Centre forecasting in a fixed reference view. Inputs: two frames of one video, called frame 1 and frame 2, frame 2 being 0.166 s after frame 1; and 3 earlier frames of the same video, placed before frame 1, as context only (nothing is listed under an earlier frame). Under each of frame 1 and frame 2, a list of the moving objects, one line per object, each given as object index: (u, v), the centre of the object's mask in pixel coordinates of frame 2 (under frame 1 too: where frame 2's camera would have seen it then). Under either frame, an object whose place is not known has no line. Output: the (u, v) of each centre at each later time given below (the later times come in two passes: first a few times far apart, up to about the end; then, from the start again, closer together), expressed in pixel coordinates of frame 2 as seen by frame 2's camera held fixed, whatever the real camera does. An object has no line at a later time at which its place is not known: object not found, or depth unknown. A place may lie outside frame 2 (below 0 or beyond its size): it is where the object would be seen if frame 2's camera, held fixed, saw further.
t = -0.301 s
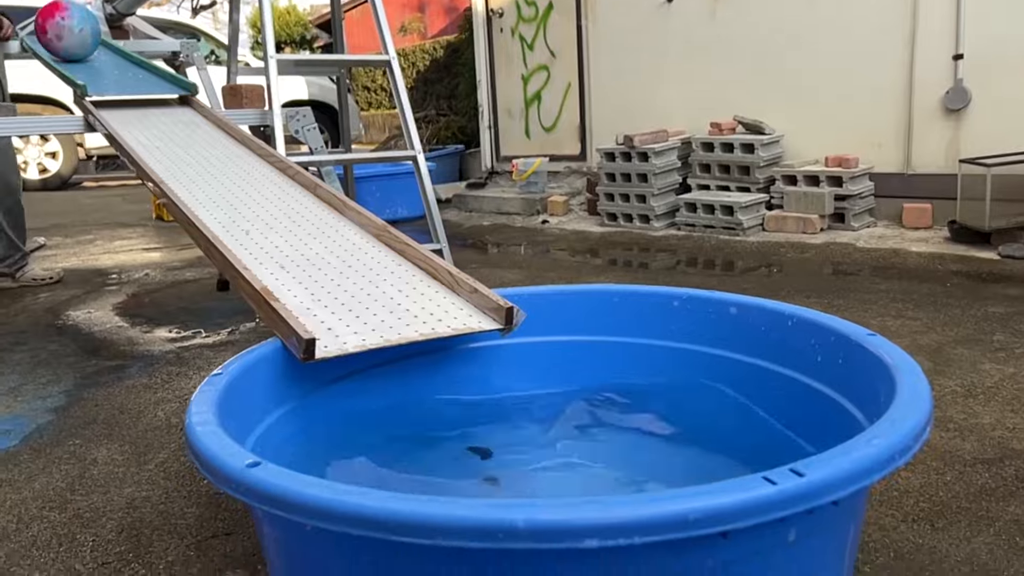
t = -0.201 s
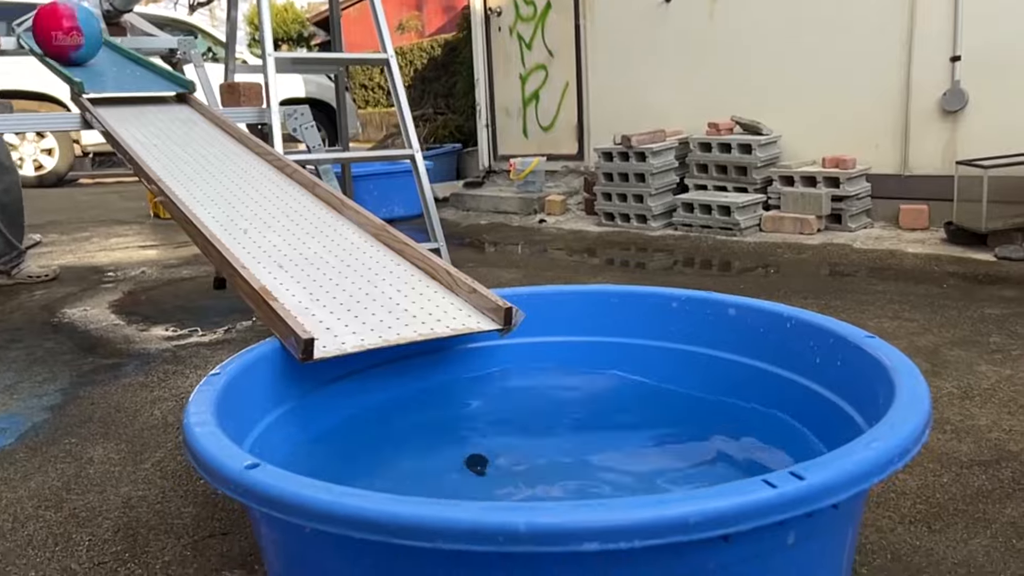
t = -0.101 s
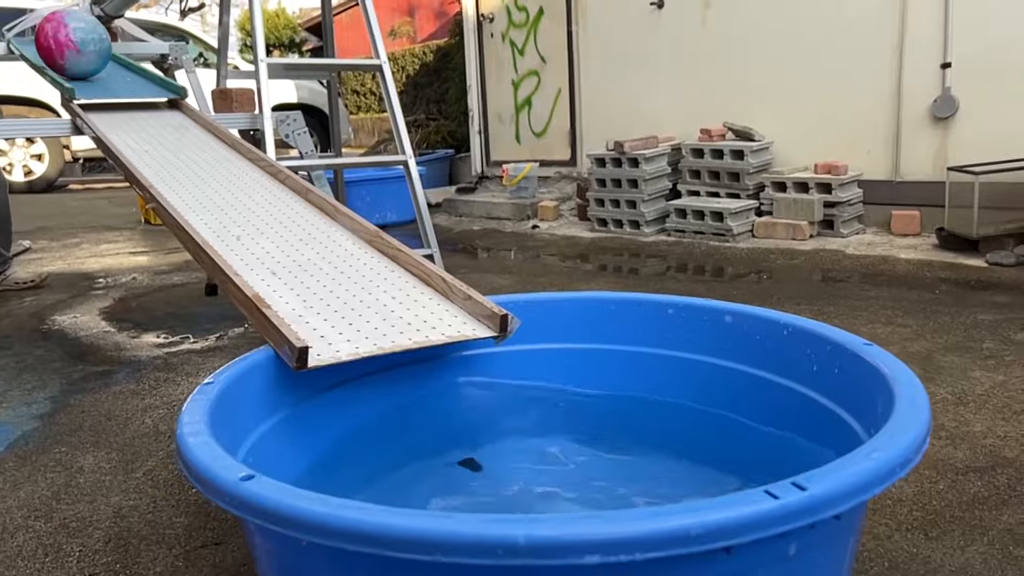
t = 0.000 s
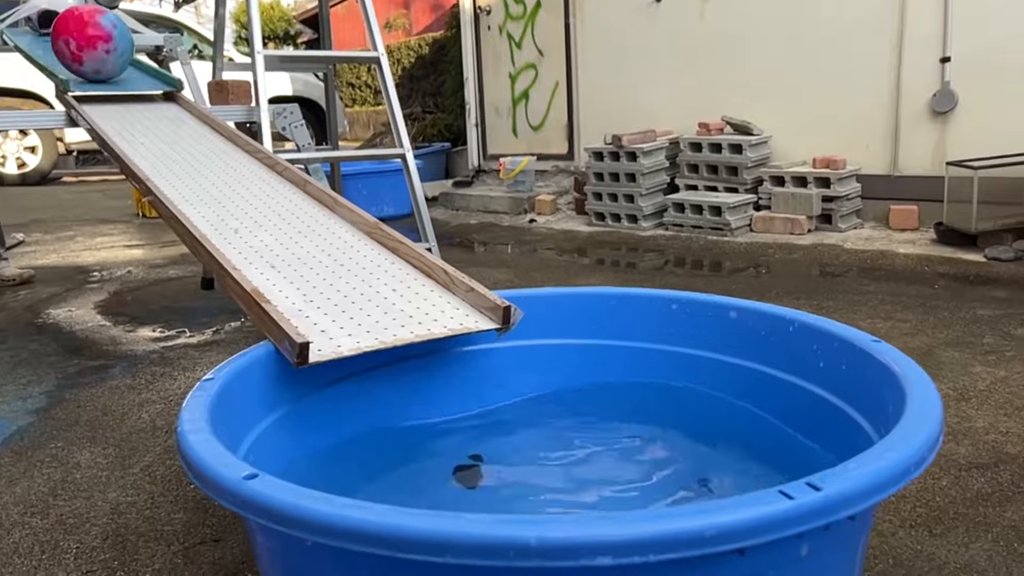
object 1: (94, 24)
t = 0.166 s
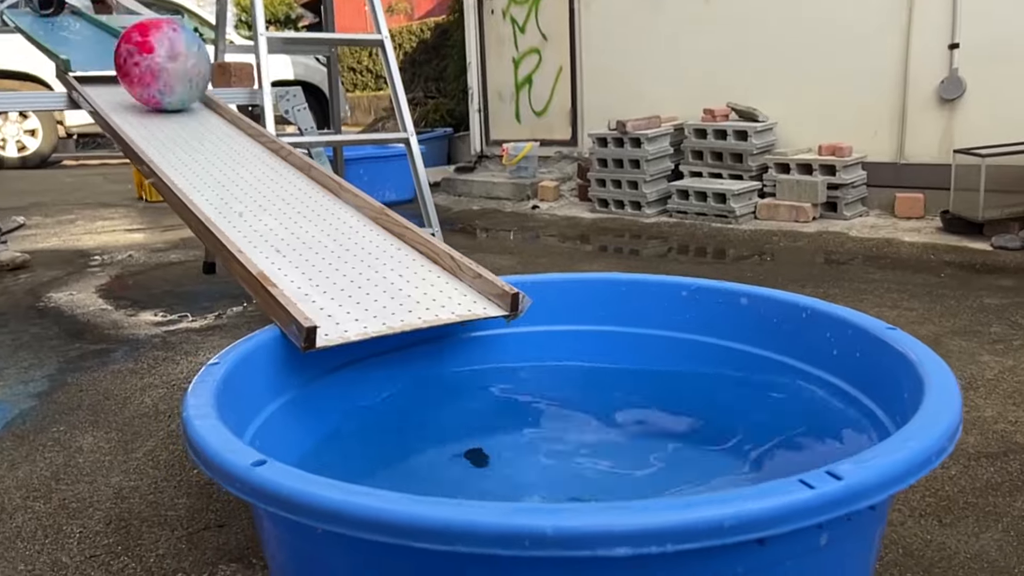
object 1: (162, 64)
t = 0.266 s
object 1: (228, 98)
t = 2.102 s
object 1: (621, 389)
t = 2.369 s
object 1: (617, 420)
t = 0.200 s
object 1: (181, 70)
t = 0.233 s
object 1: (205, 92)
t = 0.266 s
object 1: (228, 98)
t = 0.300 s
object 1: (254, 110)
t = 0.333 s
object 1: (280, 135)
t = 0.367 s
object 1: (301, 153)
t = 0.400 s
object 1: (330, 182)
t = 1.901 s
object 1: (626, 373)
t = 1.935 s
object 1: (628, 371)
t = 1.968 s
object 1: (629, 373)
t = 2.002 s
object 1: (627, 377)
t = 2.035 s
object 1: (627, 380)
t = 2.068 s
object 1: (624, 384)
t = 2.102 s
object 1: (621, 389)
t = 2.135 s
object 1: (621, 393)
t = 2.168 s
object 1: (621, 396)
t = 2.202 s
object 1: (620, 400)
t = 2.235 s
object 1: (617, 404)
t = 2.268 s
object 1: (617, 404)
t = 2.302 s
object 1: (619, 413)
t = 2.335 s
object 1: (617, 417)
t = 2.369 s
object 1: (617, 420)
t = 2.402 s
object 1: (616, 420)
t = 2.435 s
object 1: (617, 419)
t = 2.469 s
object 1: (619, 418)
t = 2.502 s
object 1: (602, 421)
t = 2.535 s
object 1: (596, 420)
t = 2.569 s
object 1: (597, 419)
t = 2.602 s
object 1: (600, 412)
